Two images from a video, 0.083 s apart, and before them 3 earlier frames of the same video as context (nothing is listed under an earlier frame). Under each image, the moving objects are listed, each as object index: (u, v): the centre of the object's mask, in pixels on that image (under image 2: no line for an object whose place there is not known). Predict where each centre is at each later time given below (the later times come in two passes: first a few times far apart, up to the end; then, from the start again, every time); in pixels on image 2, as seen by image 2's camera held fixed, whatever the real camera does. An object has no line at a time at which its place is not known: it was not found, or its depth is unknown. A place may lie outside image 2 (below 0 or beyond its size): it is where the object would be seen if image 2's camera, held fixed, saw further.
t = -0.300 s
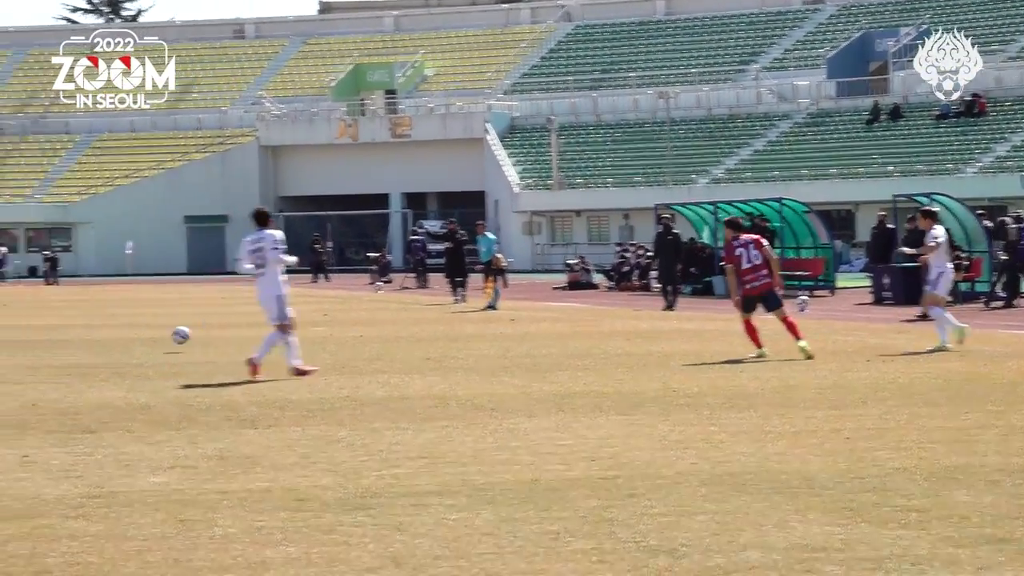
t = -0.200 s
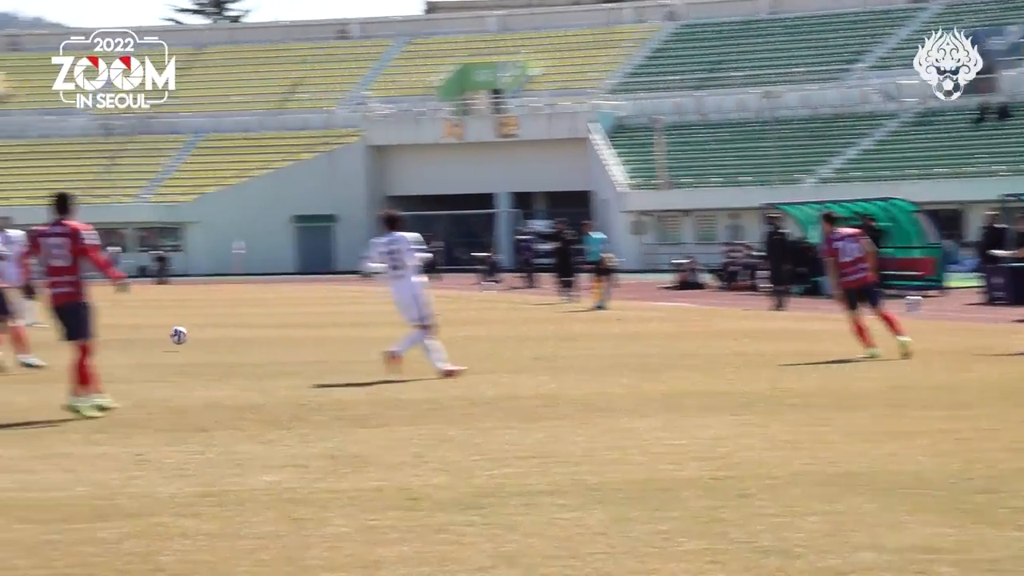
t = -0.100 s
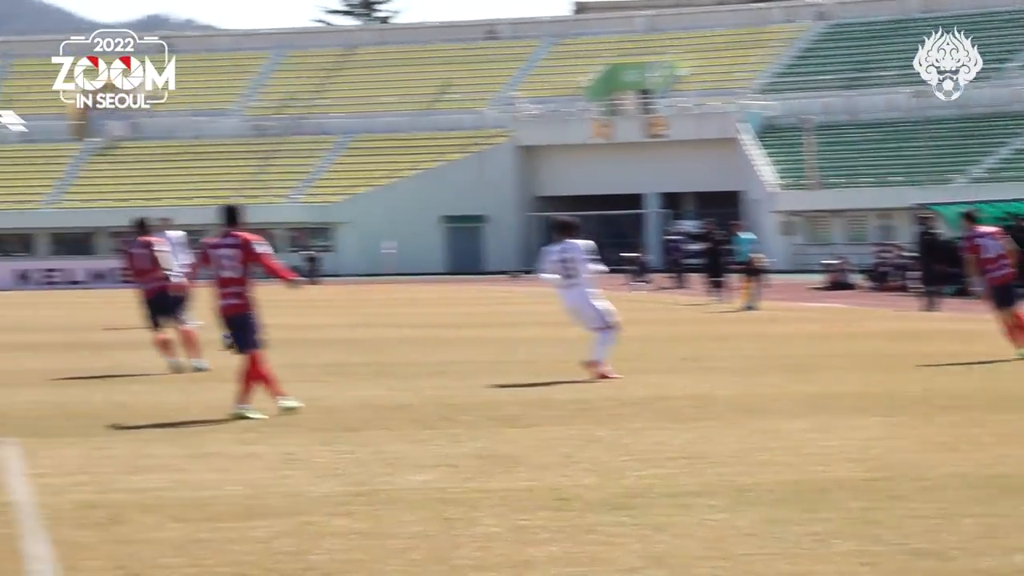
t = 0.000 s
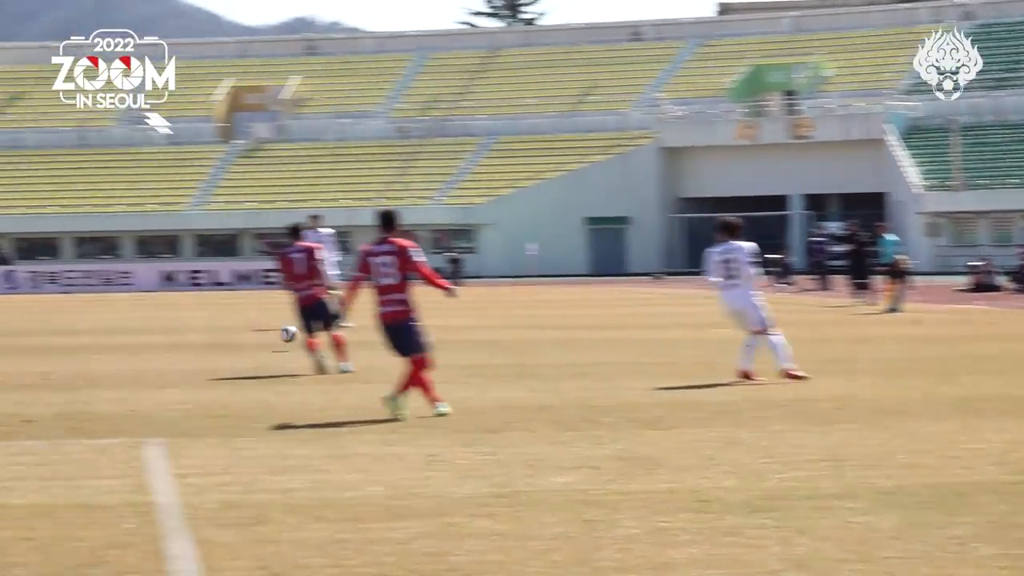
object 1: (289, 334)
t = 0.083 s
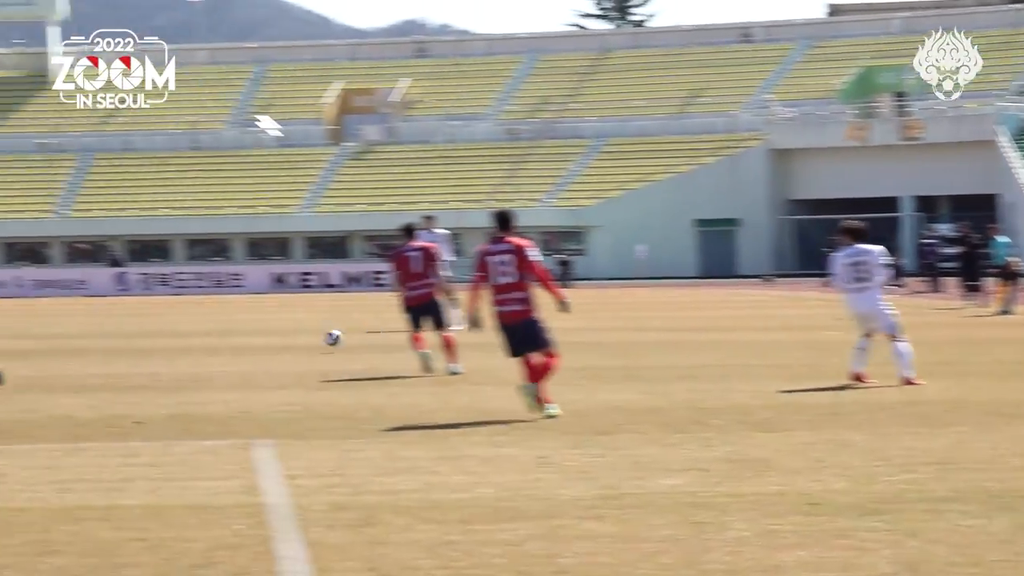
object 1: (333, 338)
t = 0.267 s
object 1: (210, 340)
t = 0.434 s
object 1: (107, 342)
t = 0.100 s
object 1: (322, 339)
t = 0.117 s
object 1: (309, 341)
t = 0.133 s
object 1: (298, 342)
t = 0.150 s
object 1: (285, 344)
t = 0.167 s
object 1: (274, 344)
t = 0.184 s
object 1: (263, 342)
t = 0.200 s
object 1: (252, 342)
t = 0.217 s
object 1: (241, 340)
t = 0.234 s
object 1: (231, 340)
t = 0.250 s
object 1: (220, 340)
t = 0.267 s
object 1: (210, 340)
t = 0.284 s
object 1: (199, 340)
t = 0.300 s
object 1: (189, 341)
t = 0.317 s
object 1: (178, 341)
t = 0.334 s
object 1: (168, 342)
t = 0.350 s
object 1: (158, 343)
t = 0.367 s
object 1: (147, 345)
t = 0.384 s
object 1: (137, 344)
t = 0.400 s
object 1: (127, 343)
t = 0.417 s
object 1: (116, 342)
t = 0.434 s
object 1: (107, 342)
